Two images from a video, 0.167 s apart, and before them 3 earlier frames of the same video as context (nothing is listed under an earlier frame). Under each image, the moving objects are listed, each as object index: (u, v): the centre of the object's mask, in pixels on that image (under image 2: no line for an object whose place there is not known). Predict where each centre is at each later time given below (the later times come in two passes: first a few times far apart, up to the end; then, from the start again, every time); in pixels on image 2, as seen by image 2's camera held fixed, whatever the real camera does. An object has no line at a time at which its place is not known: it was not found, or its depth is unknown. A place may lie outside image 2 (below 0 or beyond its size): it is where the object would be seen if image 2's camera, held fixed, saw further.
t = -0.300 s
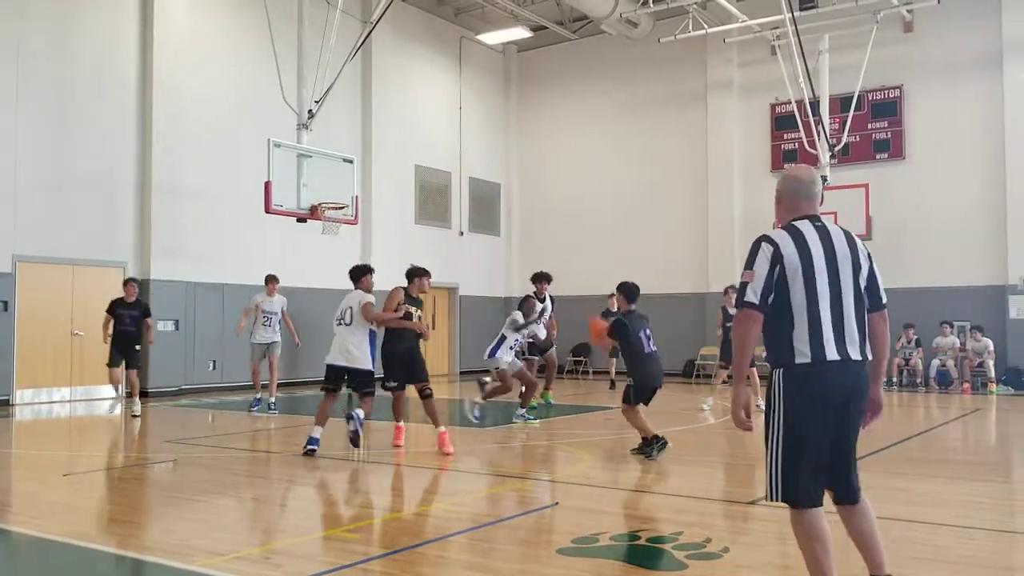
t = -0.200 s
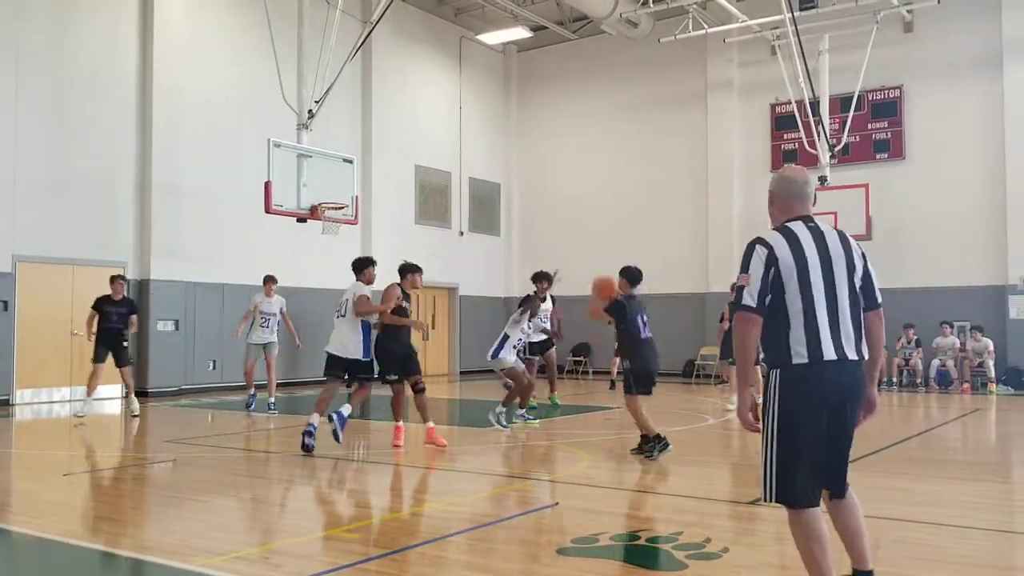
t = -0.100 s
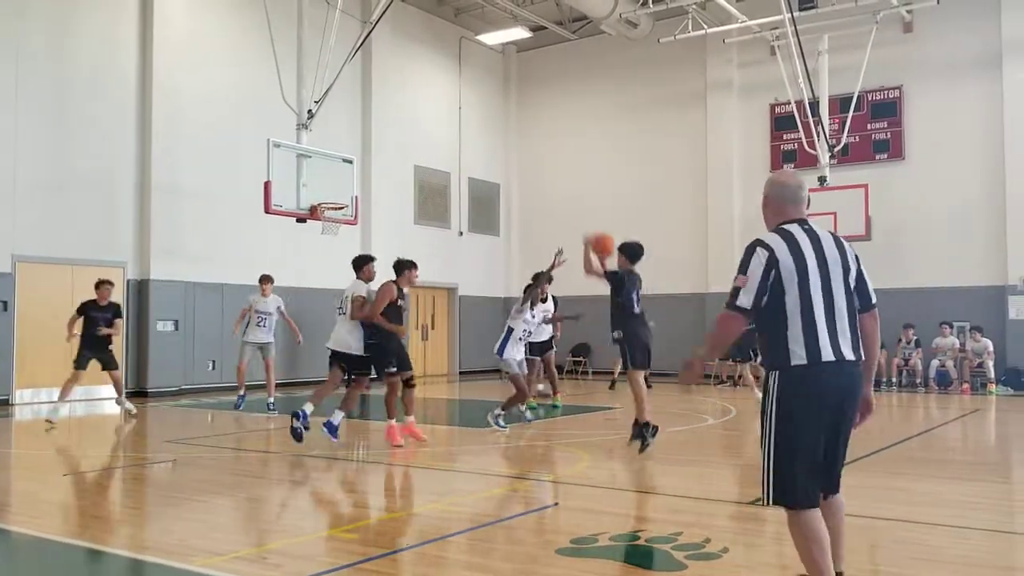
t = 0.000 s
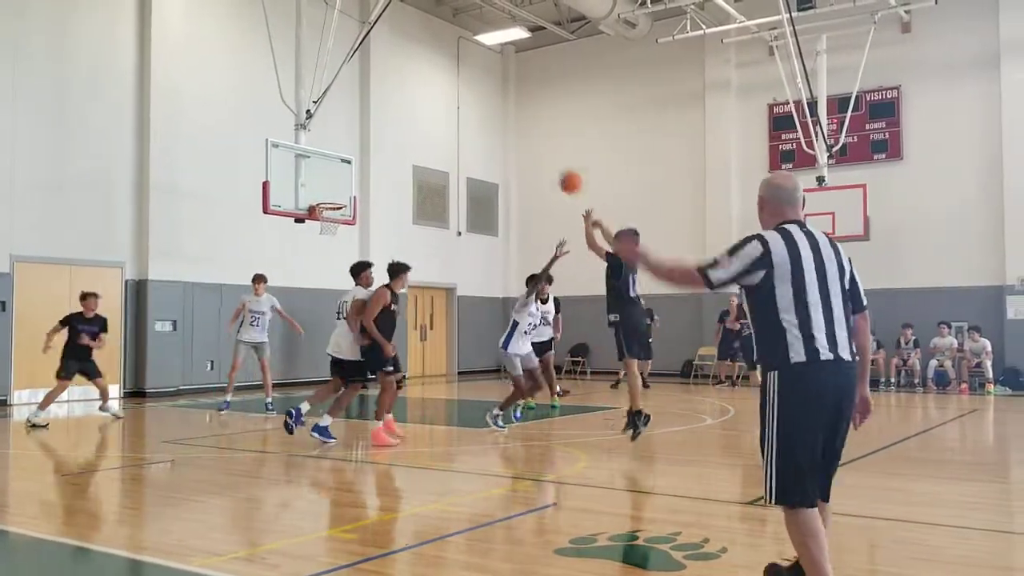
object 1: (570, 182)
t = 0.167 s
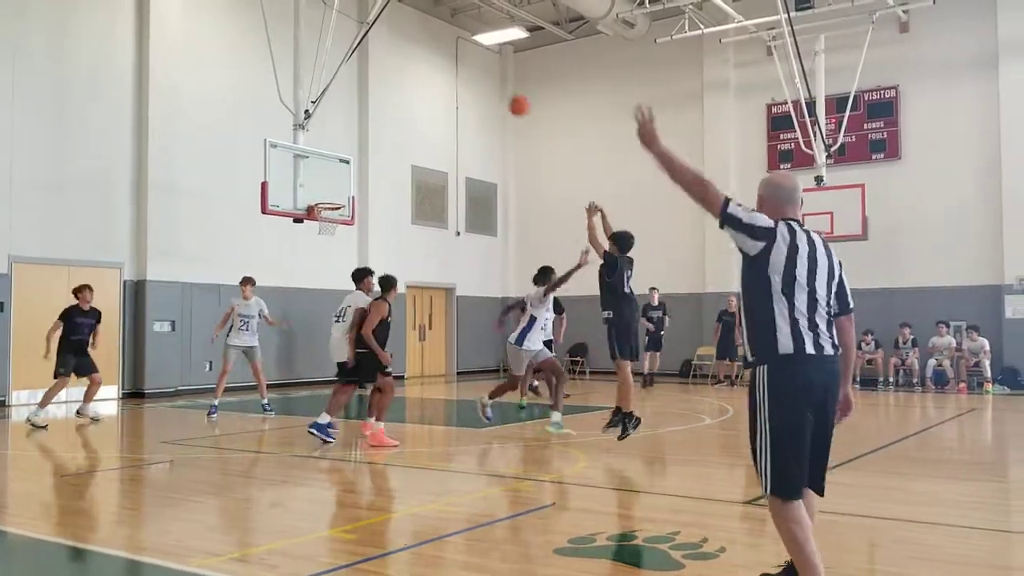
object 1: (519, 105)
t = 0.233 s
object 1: (500, 83)
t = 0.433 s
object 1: (454, 49)
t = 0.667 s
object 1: (407, 54)
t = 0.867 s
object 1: (375, 86)
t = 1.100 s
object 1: (342, 153)
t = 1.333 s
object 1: (336, 227)
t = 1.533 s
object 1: (345, 212)
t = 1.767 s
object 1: (354, 228)
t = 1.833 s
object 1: (357, 239)
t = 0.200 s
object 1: (511, 93)
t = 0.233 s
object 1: (500, 83)
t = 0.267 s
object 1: (493, 75)
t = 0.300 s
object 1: (485, 67)
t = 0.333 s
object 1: (476, 61)
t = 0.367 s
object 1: (469, 57)
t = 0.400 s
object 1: (461, 53)
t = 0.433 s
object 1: (454, 49)
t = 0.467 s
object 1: (448, 47)
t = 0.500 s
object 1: (440, 46)
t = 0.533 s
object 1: (433, 47)
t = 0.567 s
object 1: (427, 47)
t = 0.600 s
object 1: (420, 48)
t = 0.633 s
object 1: (414, 50)
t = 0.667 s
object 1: (407, 54)
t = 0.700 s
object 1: (402, 57)
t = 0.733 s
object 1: (396, 62)
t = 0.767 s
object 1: (391, 67)
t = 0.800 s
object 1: (385, 73)
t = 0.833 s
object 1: (380, 79)
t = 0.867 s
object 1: (375, 86)
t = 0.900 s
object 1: (369, 95)
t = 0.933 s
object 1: (364, 104)
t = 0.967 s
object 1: (359, 112)
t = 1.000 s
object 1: (355, 122)
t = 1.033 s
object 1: (350, 132)
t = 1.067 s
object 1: (346, 142)
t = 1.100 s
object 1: (342, 153)
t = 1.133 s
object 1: (337, 165)
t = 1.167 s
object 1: (332, 177)
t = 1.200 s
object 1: (329, 189)
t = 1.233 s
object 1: (325, 200)
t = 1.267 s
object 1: (328, 210)
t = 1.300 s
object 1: (331, 221)
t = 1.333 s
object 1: (336, 227)
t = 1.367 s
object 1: (341, 223)
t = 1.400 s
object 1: (342, 219)
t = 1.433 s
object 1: (342, 216)
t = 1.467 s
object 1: (342, 215)
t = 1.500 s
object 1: (343, 212)
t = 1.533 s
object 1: (345, 212)
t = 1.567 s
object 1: (345, 212)
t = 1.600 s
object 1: (346, 212)
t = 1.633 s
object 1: (348, 213)
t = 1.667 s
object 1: (349, 216)
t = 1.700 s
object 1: (350, 219)
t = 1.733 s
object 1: (353, 223)
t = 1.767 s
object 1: (354, 228)
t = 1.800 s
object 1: (355, 233)
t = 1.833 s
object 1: (357, 239)
